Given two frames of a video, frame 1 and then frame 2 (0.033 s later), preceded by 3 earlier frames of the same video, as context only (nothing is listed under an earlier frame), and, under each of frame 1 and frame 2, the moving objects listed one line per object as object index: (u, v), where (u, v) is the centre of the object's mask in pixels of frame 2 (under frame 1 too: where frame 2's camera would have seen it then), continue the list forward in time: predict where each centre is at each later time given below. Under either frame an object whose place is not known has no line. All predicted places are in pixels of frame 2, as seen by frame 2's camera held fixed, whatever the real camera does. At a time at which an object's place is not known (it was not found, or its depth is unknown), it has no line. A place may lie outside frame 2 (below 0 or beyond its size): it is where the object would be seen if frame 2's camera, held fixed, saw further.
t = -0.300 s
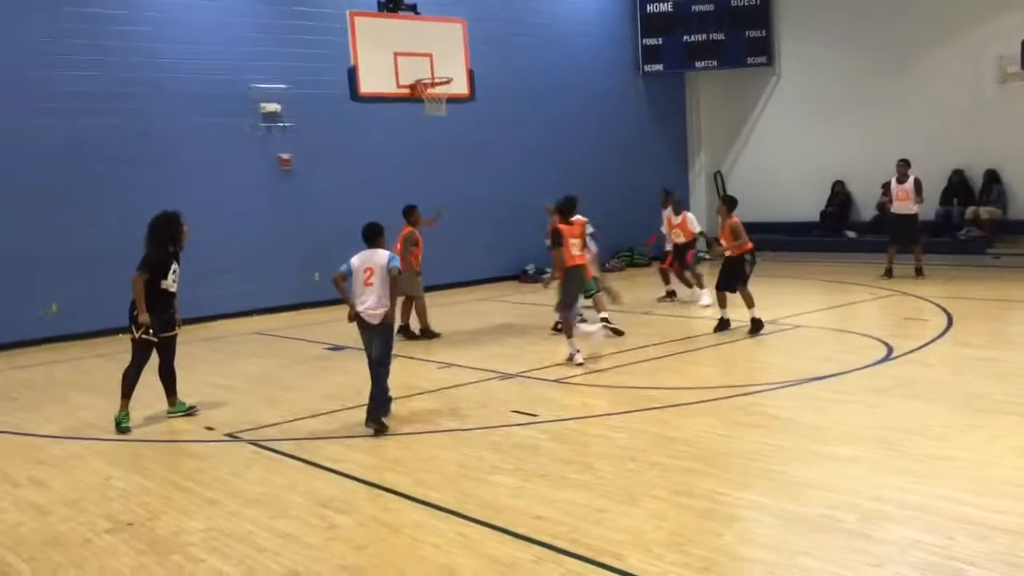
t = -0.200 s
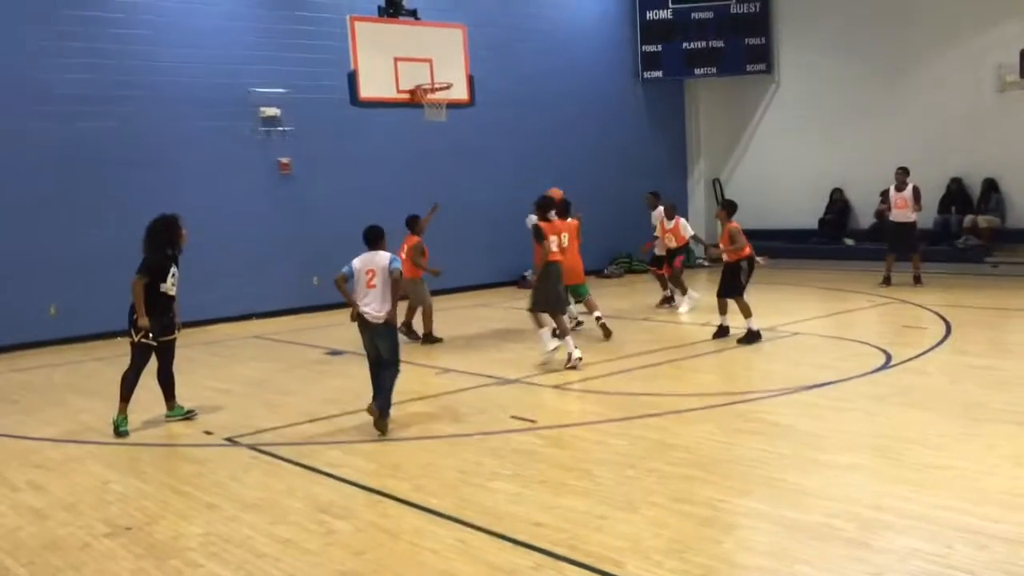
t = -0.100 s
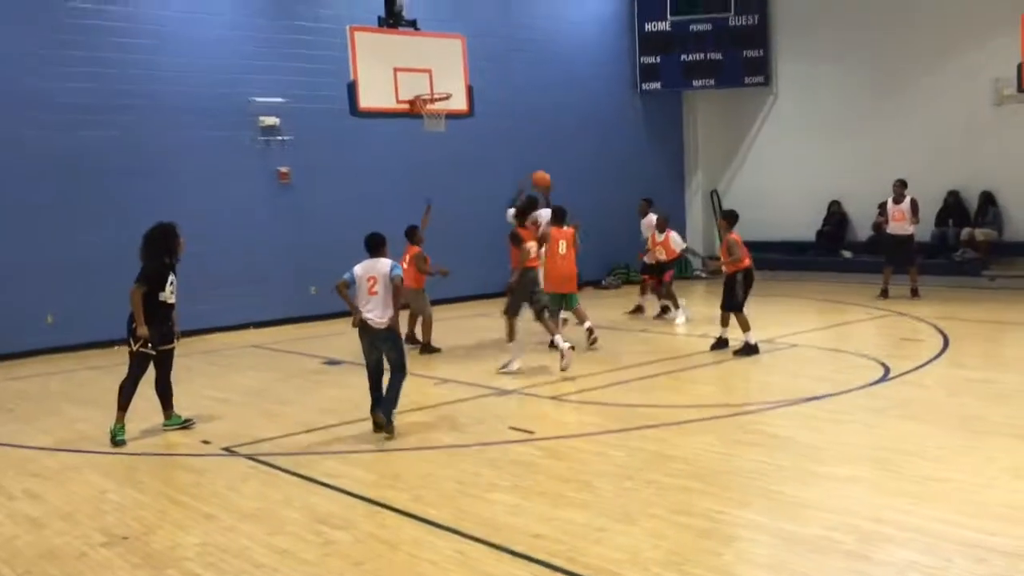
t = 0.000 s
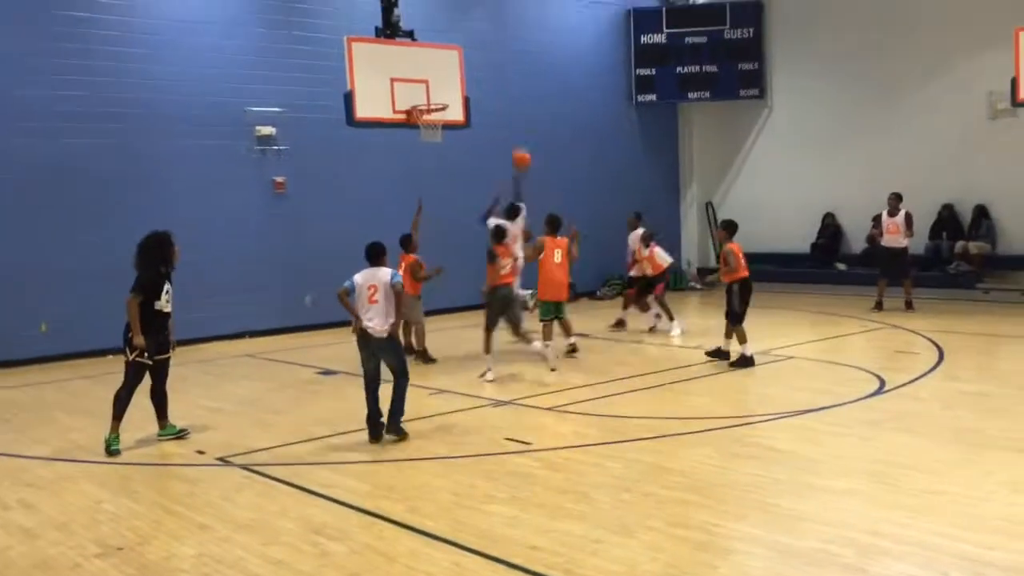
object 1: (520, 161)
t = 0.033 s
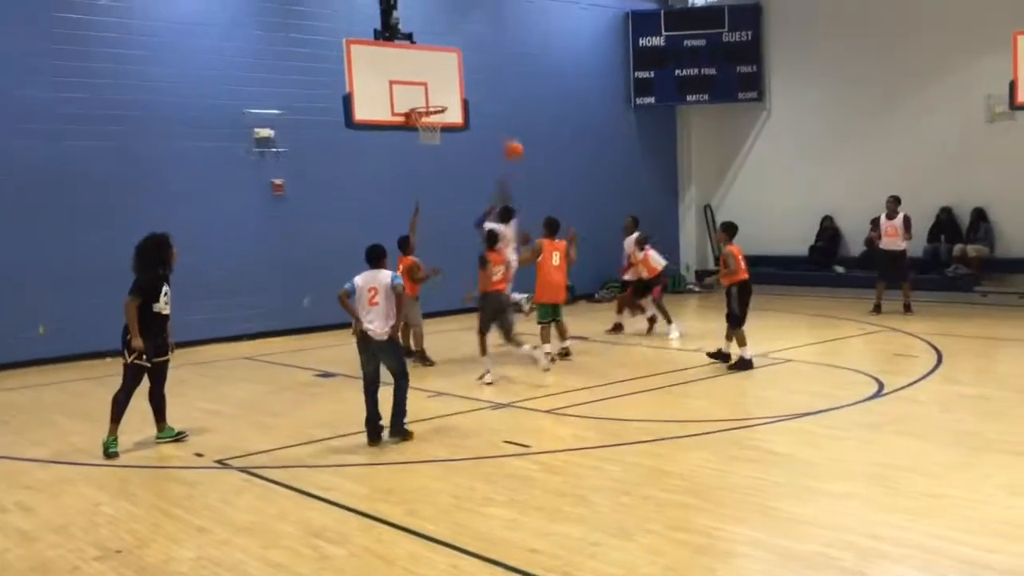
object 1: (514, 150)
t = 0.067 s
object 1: (507, 139)
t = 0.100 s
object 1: (501, 130)
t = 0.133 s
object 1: (495, 121)
